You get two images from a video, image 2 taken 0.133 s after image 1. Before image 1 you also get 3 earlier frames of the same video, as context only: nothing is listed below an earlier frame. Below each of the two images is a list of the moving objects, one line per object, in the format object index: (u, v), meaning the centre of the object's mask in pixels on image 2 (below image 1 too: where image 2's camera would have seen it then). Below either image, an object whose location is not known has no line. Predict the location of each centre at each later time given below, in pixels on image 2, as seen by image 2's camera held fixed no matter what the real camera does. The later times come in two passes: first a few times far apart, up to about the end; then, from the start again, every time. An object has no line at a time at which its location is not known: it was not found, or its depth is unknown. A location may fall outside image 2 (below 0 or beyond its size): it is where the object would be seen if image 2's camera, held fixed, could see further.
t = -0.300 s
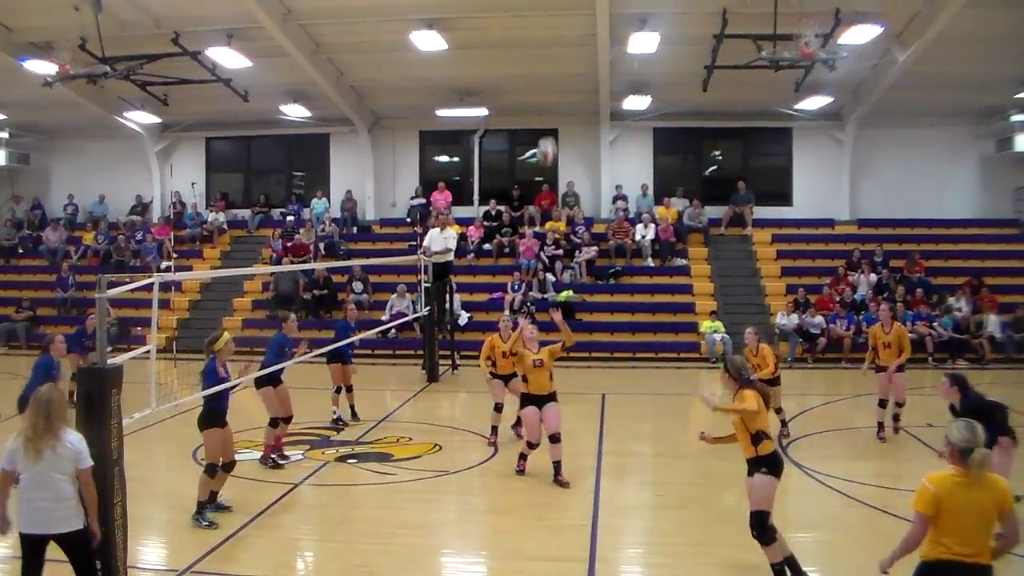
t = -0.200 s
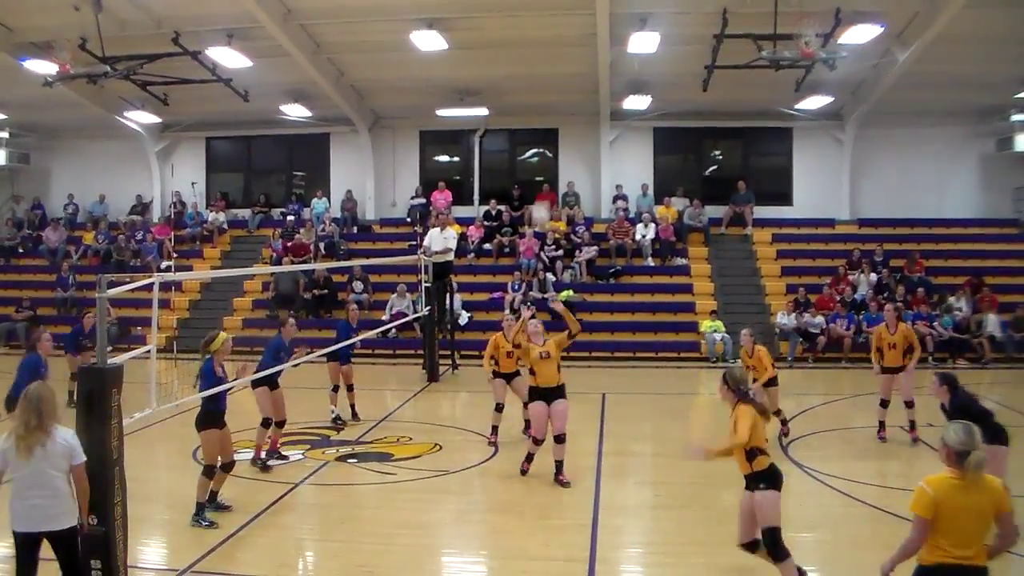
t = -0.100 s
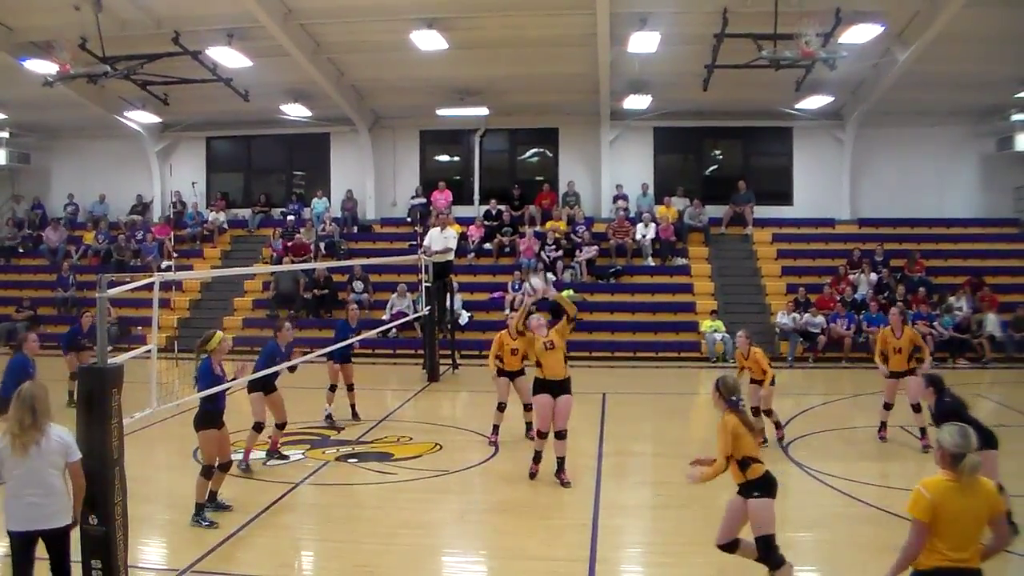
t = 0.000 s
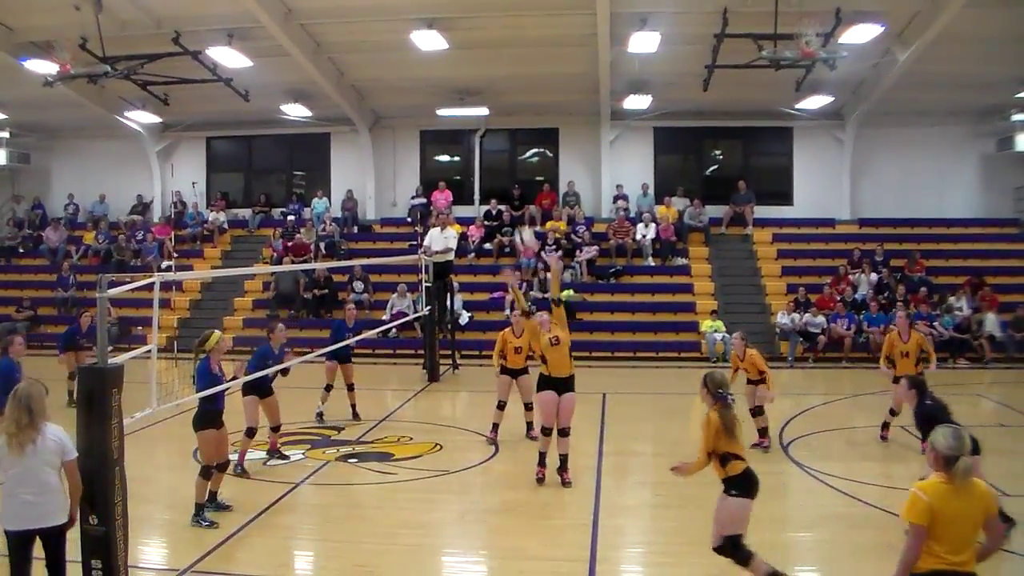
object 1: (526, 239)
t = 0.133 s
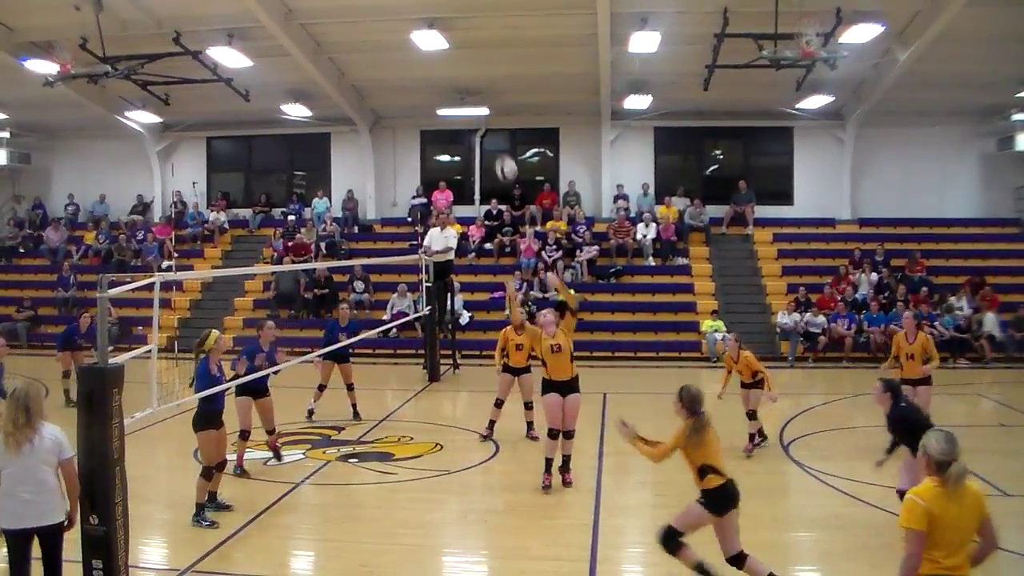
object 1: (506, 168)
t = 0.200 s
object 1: (496, 139)
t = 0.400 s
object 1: (464, 80)
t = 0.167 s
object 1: (501, 153)
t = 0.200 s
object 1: (496, 139)
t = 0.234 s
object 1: (491, 126)
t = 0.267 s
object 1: (486, 115)
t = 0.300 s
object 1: (481, 103)
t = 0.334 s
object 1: (474, 95)
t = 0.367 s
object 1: (469, 86)
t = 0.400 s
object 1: (464, 80)
